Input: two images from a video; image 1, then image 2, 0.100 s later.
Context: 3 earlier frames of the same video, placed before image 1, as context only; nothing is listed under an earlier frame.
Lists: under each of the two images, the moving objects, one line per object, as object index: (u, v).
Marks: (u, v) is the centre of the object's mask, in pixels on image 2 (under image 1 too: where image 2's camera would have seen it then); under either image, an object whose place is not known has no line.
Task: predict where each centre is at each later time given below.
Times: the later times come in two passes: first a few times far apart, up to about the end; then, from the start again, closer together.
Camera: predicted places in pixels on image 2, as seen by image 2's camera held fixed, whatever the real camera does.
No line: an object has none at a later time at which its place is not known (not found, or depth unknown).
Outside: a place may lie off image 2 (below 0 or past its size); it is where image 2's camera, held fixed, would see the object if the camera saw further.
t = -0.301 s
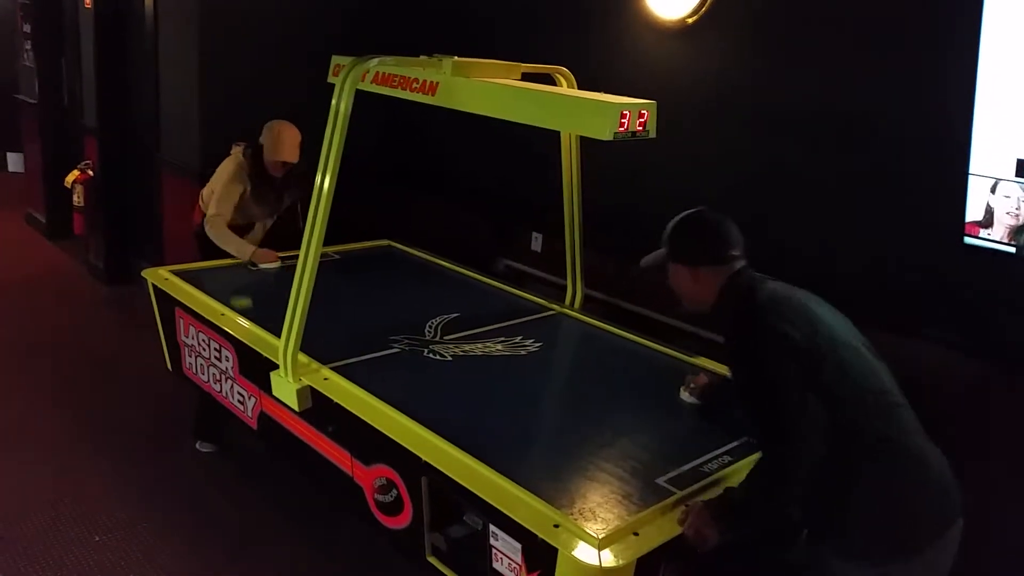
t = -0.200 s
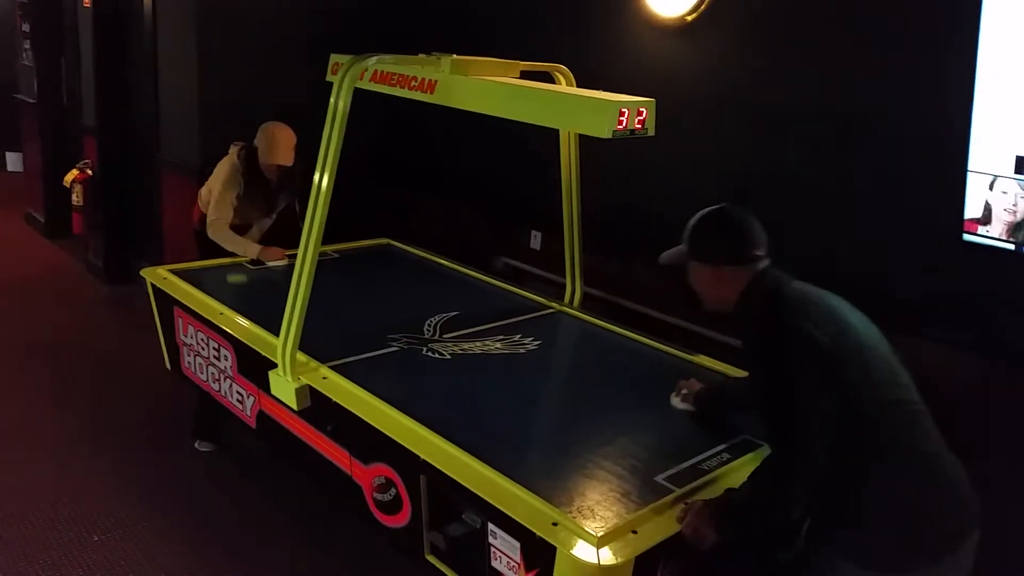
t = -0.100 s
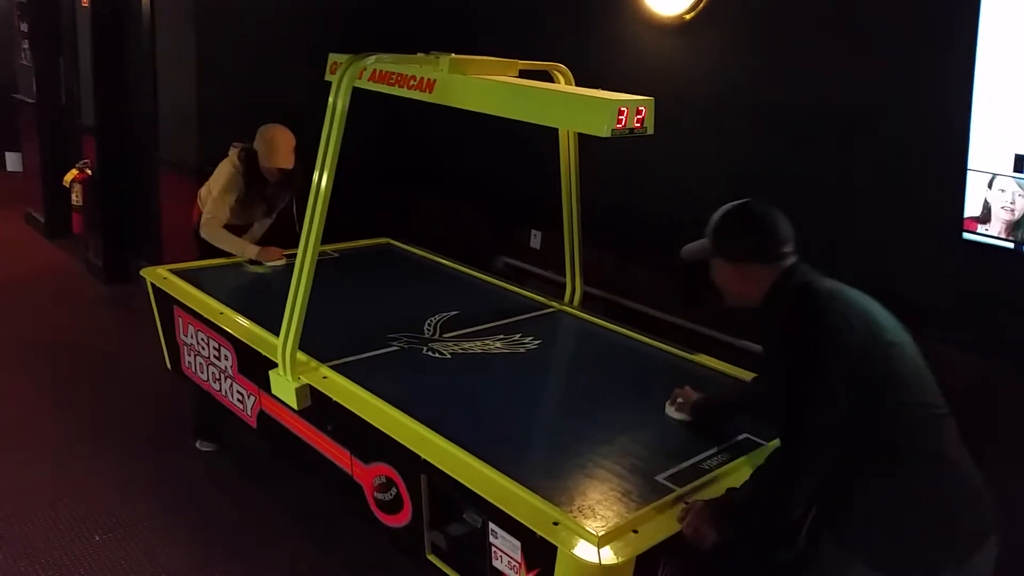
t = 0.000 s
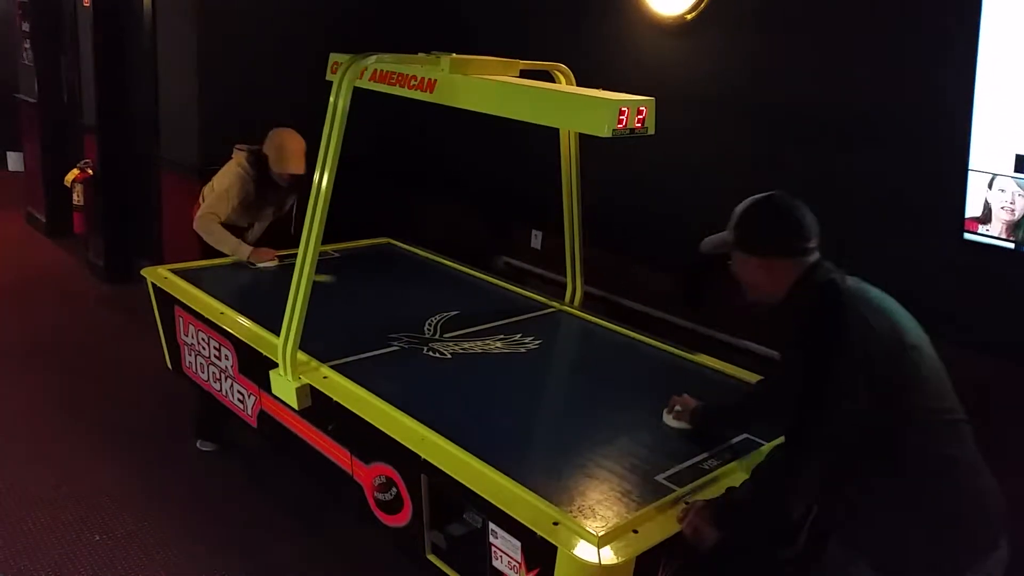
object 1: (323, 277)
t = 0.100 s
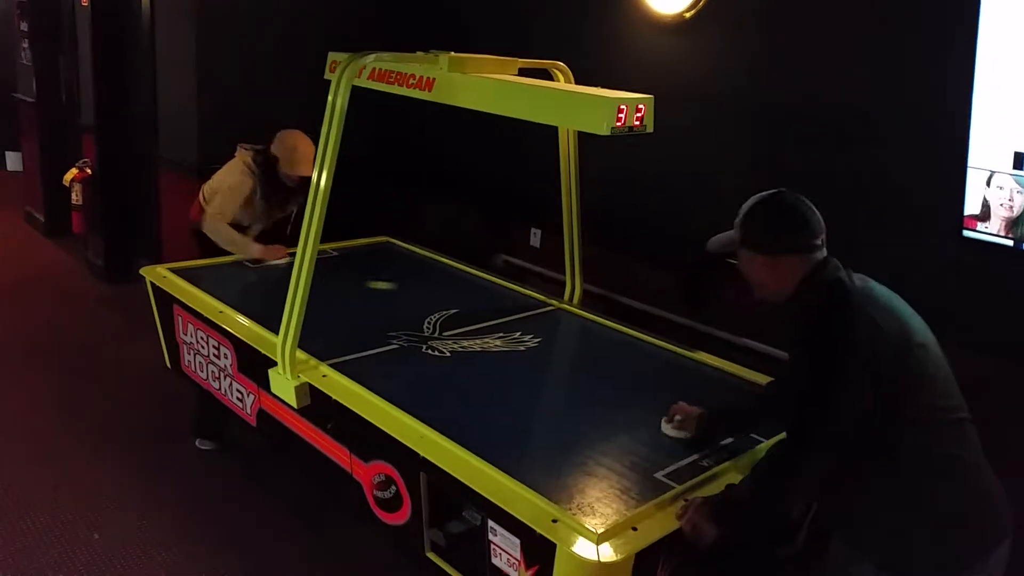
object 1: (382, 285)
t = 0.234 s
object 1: (467, 298)
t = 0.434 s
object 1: (565, 322)
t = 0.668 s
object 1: (605, 378)
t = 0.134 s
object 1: (404, 288)
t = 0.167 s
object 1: (427, 291)
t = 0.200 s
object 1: (446, 294)
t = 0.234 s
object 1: (467, 298)
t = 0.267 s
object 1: (487, 301)
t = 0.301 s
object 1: (507, 304)
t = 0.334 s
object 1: (530, 307)
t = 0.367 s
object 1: (553, 311)
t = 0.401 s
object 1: (562, 316)
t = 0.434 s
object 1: (565, 322)
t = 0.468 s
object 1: (571, 329)
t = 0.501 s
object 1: (575, 336)
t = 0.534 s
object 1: (581, 344)
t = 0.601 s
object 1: (592, 361)
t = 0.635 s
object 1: (598, 369)
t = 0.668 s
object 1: (605, 378)
